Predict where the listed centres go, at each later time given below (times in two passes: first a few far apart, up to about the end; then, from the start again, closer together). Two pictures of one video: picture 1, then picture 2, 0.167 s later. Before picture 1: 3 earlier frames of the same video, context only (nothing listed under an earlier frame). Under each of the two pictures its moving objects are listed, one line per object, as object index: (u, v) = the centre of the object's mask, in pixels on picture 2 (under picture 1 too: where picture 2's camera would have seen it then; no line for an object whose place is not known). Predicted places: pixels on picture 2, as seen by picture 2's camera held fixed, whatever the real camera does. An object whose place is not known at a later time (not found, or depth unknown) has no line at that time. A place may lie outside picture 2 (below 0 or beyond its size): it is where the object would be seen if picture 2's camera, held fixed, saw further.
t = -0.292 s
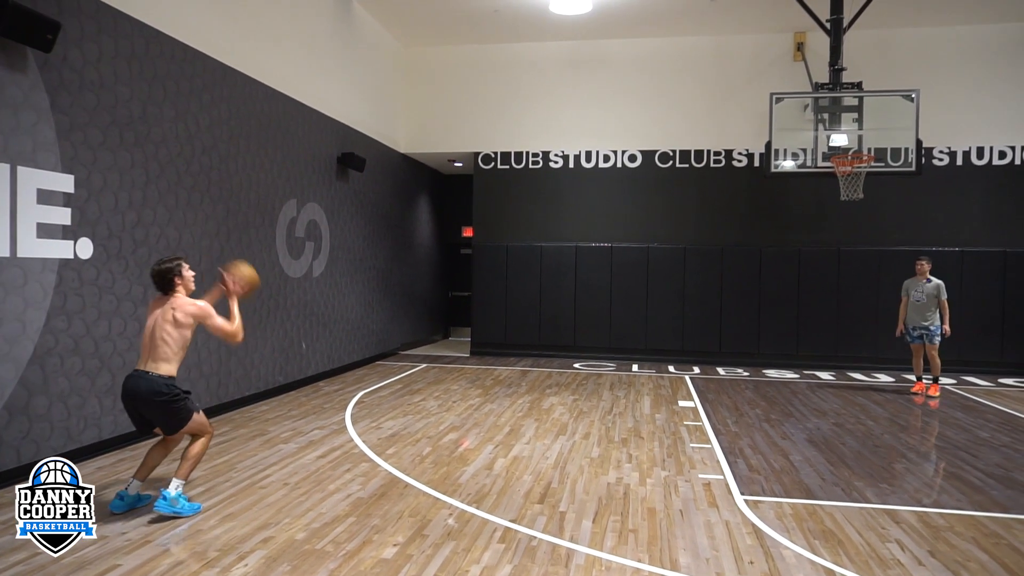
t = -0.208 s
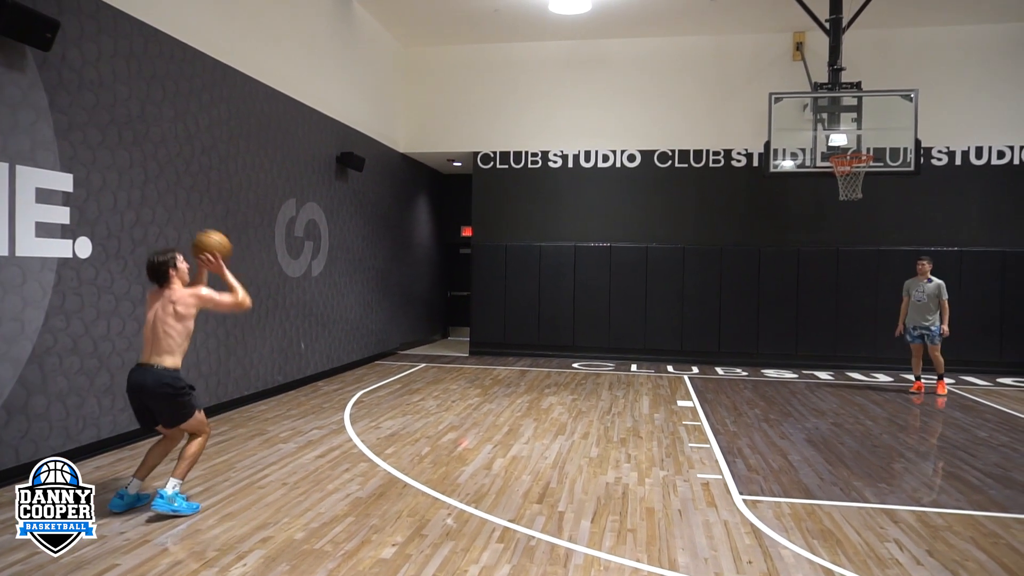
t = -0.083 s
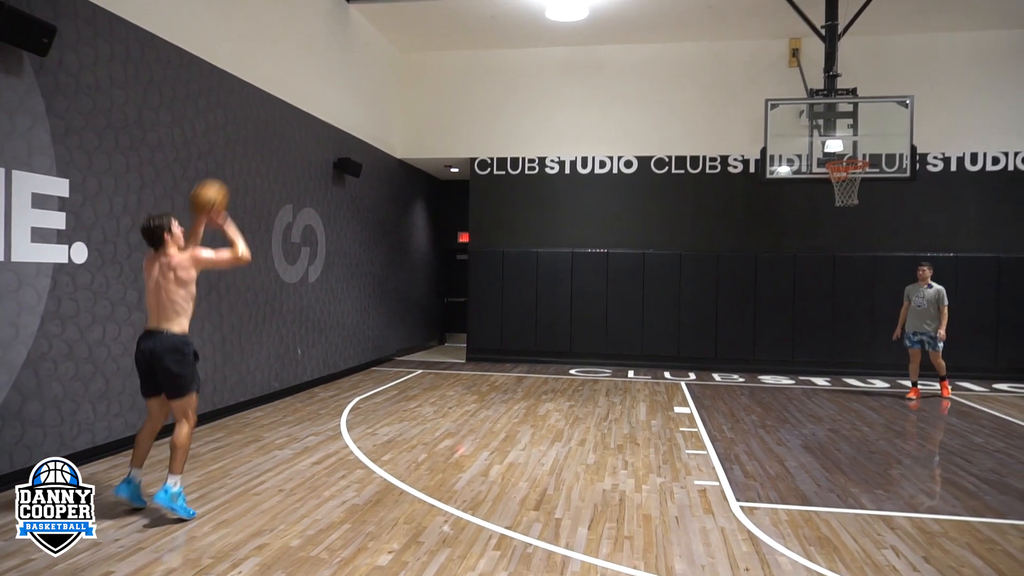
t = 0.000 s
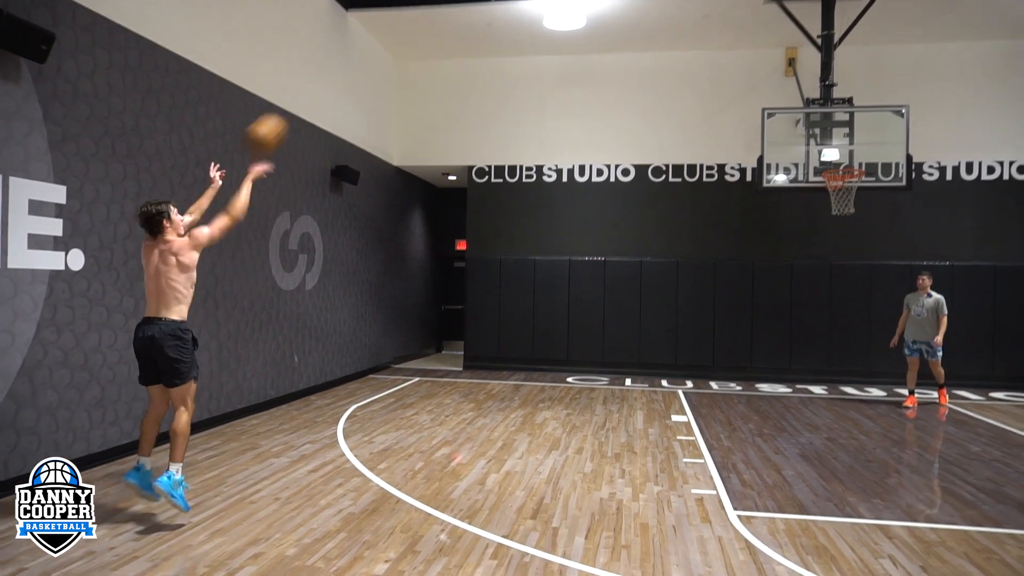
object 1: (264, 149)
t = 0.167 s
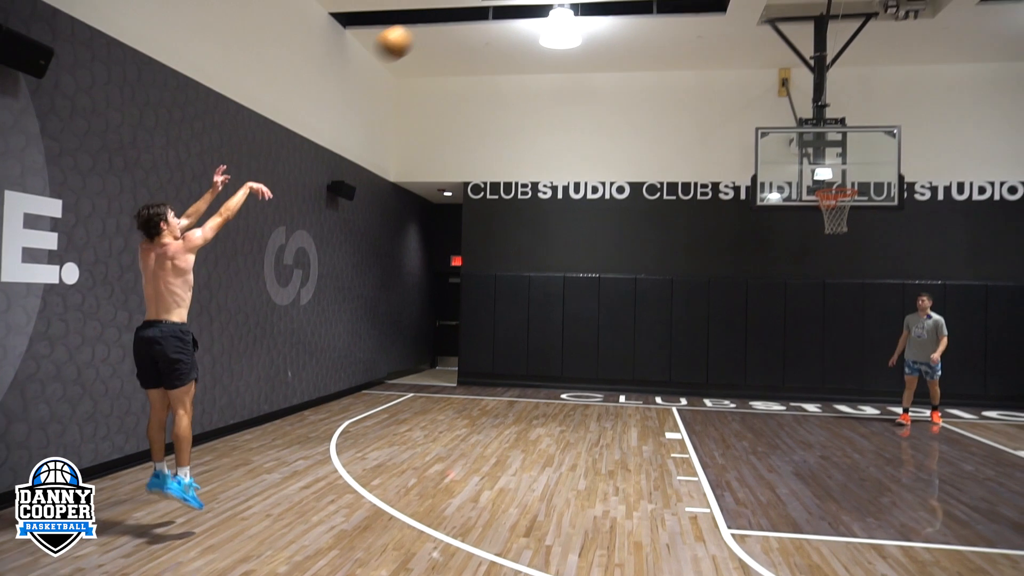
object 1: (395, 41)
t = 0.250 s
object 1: (449, 11)
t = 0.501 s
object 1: (578, -20)
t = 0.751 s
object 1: (675, -6)
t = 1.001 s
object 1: (747, 62)
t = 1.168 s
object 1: (789, 127)
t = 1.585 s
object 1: (900, 124)
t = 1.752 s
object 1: (947, 115)
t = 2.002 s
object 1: (1022, 143)
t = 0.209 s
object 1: (423, 24)
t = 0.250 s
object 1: (449, 11)
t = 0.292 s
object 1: (473, 1)
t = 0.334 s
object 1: (497, -6)
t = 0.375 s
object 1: (519, -11)
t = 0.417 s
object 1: (540, -15)
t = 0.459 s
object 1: (559, -18)
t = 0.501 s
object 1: (578, -20)
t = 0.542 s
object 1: (596, -21)
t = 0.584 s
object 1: (613, -21)
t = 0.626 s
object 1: (629, -21)
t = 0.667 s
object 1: (645, -18)
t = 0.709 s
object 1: (660, -14)
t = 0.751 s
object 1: (675, -6)
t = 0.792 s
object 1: (688, 3)
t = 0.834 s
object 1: (701, 11)
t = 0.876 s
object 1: (714, 23)
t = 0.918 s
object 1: (725, 36)
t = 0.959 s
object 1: (736, 48)
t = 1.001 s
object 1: (747, 62)
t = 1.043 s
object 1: (759, 78)
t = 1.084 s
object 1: (769, 93)
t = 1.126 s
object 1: (779, 109)
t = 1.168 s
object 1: (789, 127)
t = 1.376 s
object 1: (841, 165)
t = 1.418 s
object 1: (853, 154)
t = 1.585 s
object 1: (900, 124)
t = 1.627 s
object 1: (911, 120)
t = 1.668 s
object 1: (923, 117)
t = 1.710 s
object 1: (935, 116)
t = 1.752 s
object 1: (947, 115)
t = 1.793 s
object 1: (959, 117)
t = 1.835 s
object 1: (972, 119)
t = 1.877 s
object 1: (984, 123)
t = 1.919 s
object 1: (996, 128)
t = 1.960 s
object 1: (1009, 135)
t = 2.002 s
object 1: (1022, 143)
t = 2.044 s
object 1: (1034, 152)
